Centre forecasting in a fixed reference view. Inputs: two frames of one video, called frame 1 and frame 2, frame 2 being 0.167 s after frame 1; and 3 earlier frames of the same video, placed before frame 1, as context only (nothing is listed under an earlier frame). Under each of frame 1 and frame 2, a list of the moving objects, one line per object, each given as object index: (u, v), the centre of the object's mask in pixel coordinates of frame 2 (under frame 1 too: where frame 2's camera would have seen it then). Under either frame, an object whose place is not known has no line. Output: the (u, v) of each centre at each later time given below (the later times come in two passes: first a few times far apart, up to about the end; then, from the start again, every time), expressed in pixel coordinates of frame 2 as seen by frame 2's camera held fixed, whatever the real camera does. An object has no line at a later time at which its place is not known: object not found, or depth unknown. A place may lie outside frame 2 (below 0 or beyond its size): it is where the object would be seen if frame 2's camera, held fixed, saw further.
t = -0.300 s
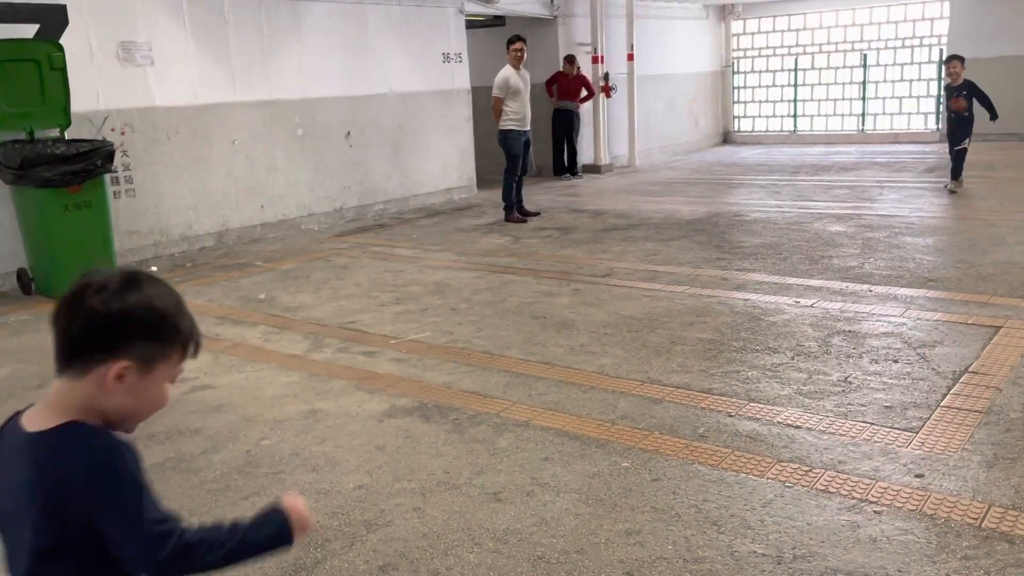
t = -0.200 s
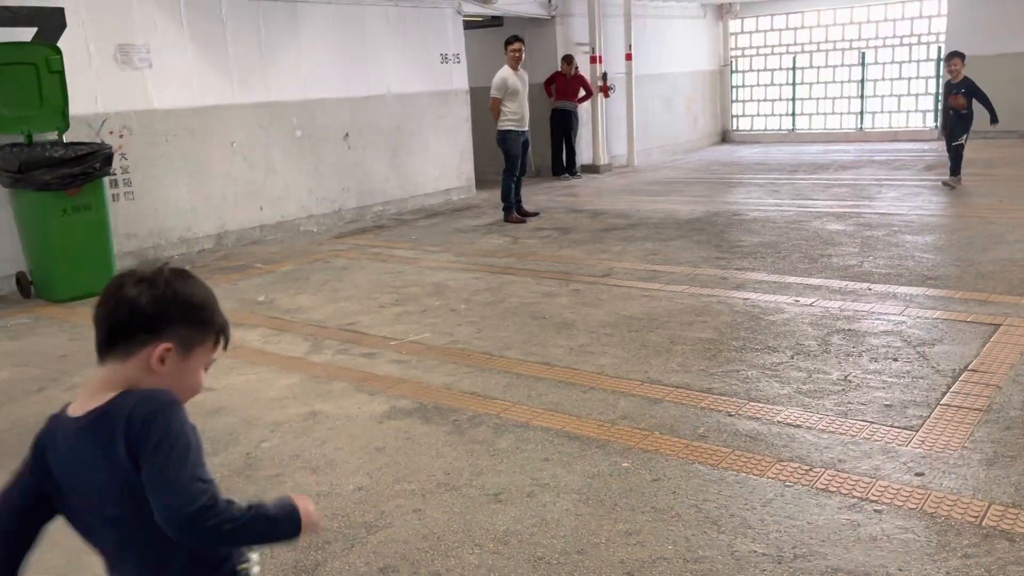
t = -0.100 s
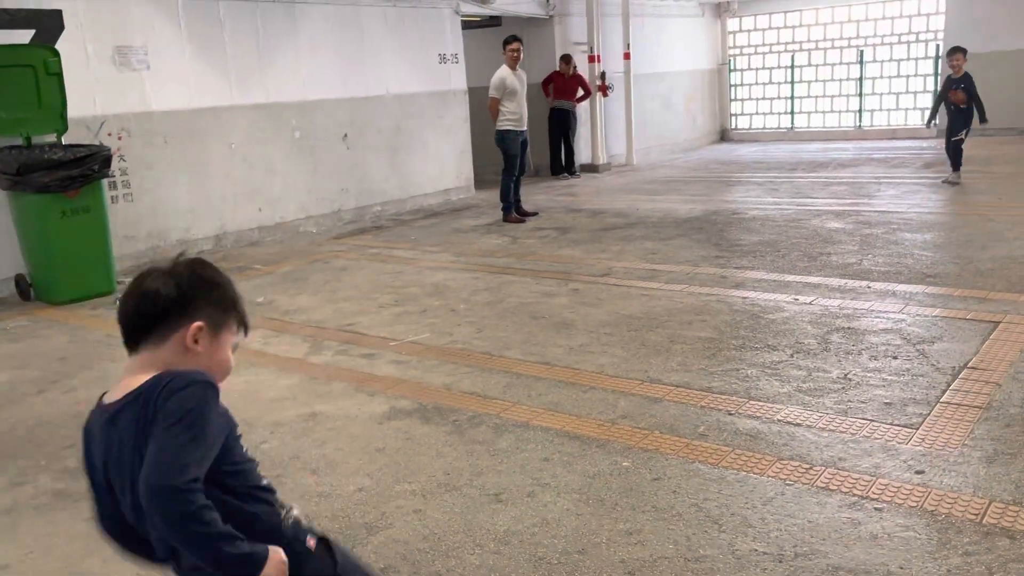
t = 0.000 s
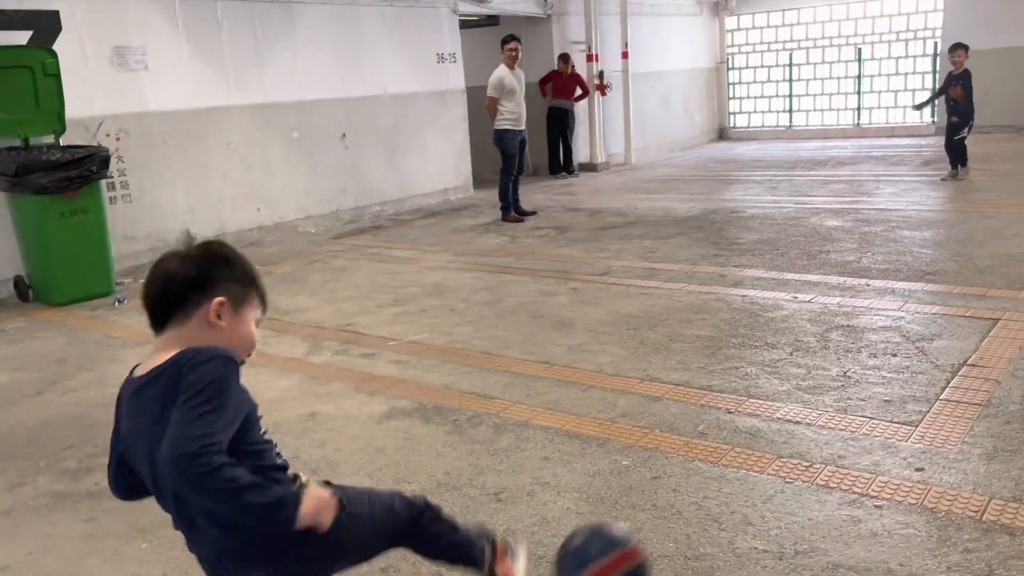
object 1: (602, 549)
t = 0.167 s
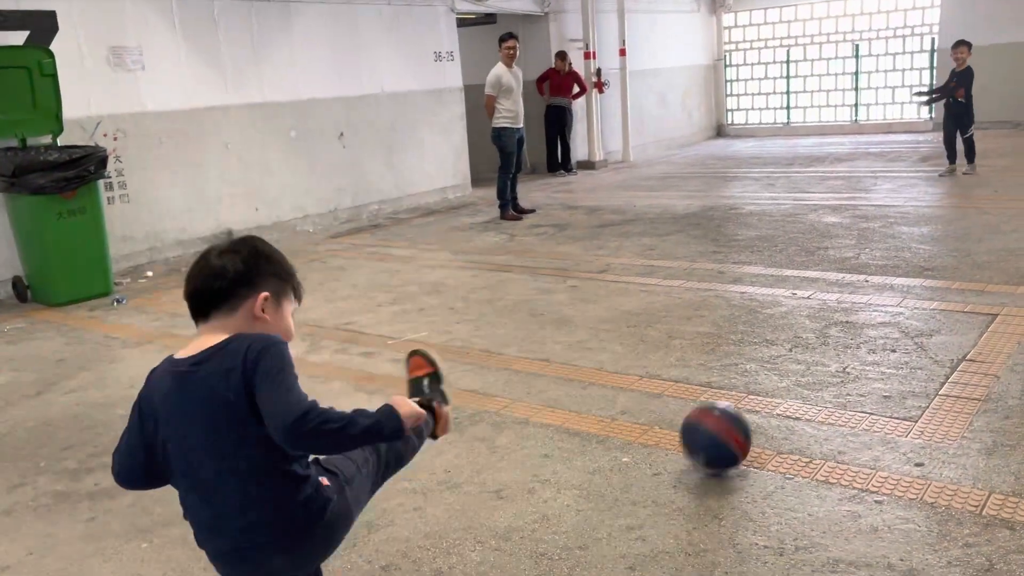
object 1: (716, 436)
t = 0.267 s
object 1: (752, 385)
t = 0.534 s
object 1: (809, 320)
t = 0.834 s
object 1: (848, 275)
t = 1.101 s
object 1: (875, 244)
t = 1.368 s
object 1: (897, 221)
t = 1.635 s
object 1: (915, 205)
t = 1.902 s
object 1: (931, 190)
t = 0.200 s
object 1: (729, 415)
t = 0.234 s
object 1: (741, 399)
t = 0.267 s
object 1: (752, 385)
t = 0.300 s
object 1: (763, 376)
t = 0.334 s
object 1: (772, 368)
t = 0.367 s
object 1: (780, 356)
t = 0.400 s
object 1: (787, 348)
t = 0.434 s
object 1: (793, 340)
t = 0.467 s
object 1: (799, 332)
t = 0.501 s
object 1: (804, 327)
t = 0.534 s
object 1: (809, 320)
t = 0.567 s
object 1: (814, 314)
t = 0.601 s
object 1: (819, 308)
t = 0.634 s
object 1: (823, 303)
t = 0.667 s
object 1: (828, 299)
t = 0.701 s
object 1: (832, 292)
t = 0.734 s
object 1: (836, 287)
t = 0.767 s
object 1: (840, 283)
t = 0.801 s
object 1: (844, 278)
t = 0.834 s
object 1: (848, 275)
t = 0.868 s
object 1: (851, 270)
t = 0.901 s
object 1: (855, 266)
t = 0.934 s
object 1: (859, 261)
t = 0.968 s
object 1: (862, 259)
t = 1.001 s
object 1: (865, 254)
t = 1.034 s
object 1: (869, 252)
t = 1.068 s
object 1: (872, 248)
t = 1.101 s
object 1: (875, 244)
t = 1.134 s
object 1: (878, 241)
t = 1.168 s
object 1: (880, 238)
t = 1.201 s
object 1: (883, 235)
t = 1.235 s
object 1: (886, 231)
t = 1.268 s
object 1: (889, 229)
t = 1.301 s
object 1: (891, 227)
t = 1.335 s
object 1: (894, 225)
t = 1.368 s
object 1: (897, 221)
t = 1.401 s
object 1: (899, 219)
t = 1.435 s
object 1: (901, 218)
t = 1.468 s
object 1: (904, 215)
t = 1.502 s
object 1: (906, 213)
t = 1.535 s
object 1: (909, 211)
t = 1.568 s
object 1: (911, 208)
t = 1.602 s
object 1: (913, 206)
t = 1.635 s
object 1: (915, 205)
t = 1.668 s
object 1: (917, 202)
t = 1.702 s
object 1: (919, 200)
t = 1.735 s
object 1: (921, 198)
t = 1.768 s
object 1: (923, 197)
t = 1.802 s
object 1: (925, 195)
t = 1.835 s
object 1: (927, 193)
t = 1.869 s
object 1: (929, 191)
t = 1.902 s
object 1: (931, 190)
